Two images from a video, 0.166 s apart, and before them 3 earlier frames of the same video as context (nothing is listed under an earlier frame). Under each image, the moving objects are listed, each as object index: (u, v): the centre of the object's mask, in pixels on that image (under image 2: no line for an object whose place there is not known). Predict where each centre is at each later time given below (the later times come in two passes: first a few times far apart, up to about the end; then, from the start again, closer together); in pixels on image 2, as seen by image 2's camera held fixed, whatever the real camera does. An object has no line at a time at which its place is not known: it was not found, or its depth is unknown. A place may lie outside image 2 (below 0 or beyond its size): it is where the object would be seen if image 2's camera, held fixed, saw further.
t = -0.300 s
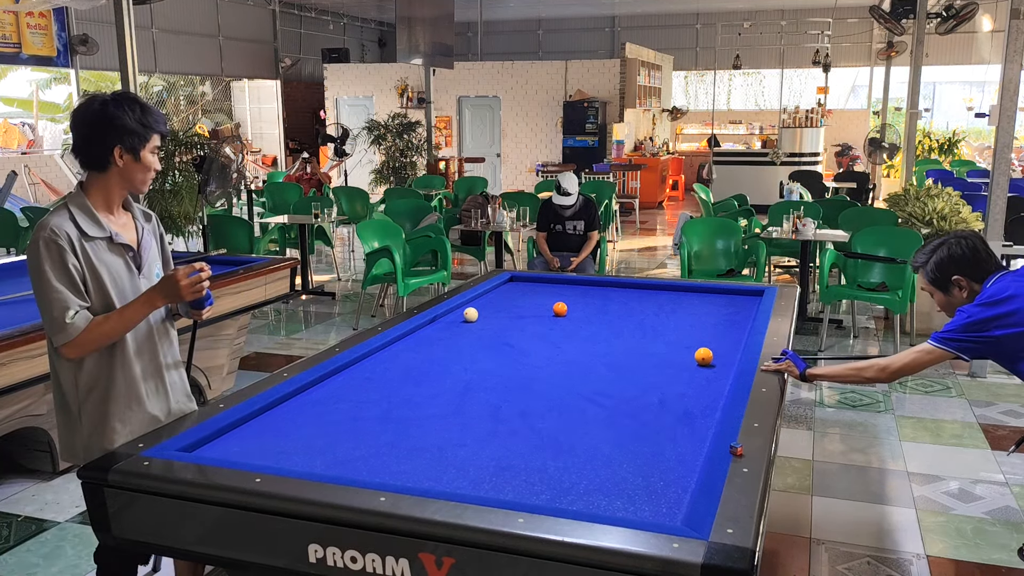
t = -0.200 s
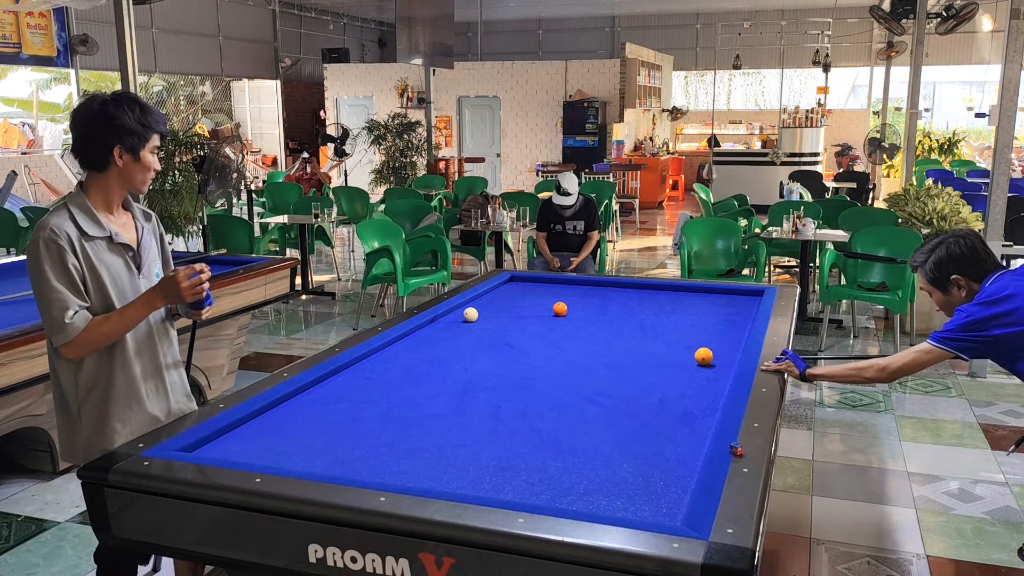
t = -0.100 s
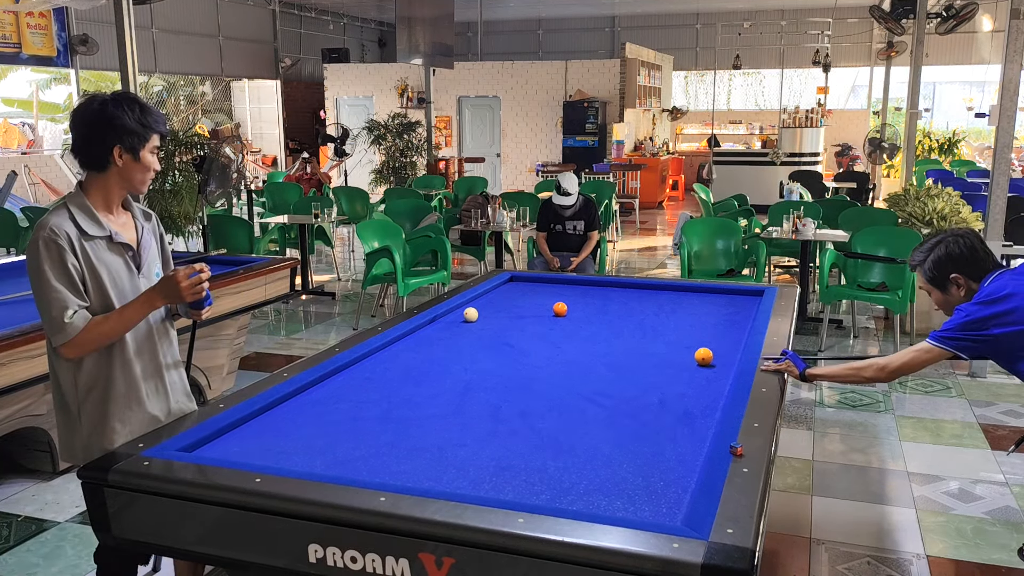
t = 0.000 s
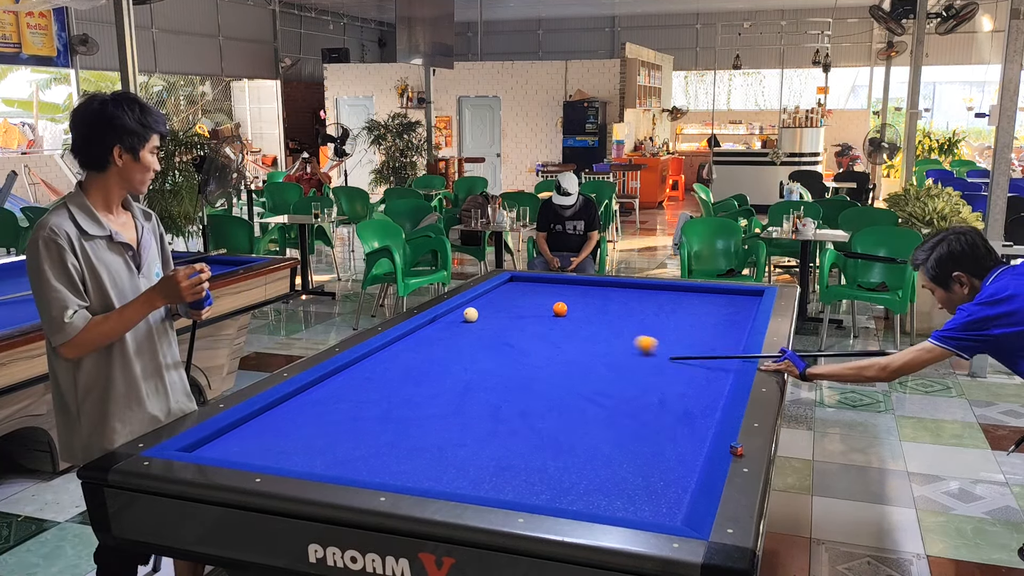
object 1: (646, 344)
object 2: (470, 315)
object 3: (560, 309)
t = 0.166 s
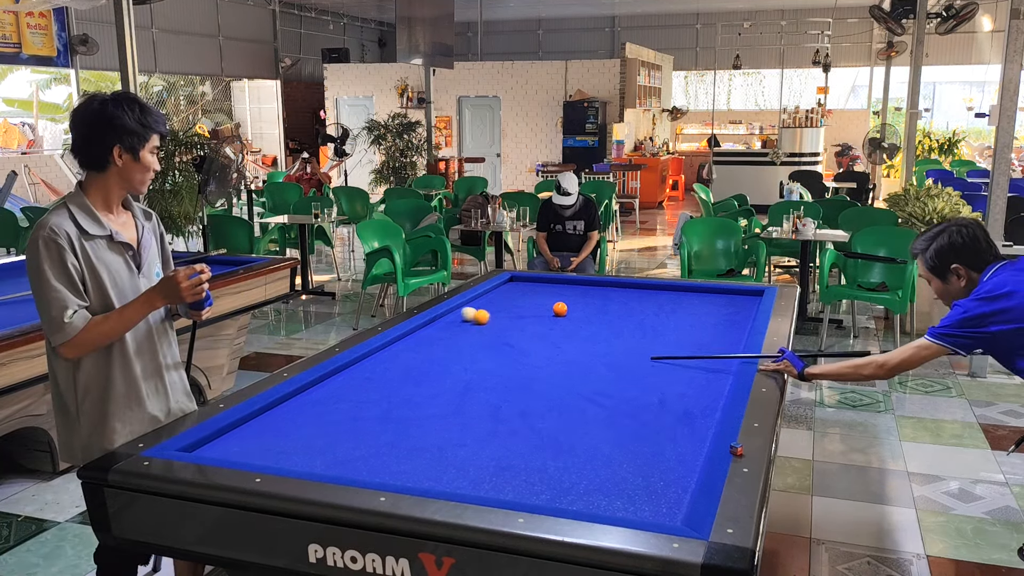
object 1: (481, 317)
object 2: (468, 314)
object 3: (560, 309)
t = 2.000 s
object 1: (416, 367)
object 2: (712, 377)
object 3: (501, 301)
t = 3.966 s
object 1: (395, 452)
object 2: (483, 462)
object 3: (544, 372)
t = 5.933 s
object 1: (431, 458)
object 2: (447, 423)
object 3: (671, 502)
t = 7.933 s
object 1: (441, 452)
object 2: (464, 385)
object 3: (640, 476)
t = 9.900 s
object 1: (441, 452)
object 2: (467, 373)
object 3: (640, 466)
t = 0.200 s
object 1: (477, 317)
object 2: (454, 310)
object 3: (560, 309)
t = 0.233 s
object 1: (474, 318)
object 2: (480, 308)
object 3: (560, 309)
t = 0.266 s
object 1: (470, 318)
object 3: (560, 309)
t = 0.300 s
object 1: (466, 319)
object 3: (560, 309)
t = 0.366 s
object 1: (458, 320)
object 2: (549, 312)
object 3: (583, 307)
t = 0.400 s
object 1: (455, 320)
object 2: (552, 313)
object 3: (602, 306)
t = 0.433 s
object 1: (451, 320)
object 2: (555, 314)
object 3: (621, 305)
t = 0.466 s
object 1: (447, 321)
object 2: (559, 316)
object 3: (639, 303)
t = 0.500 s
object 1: (443, 321)
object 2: (562, 317)
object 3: (656, 302)
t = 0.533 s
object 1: (439, 322)
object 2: (565, 318)
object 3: (673, 301)
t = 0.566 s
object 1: (435, 322)
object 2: (569, 319)
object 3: (689, 300)
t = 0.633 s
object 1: (430, 323)
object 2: (575, 321)
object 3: (721, 297)
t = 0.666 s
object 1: (430, 324)
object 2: (579, 323)
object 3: (735, 296)
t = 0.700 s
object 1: (430, 325)
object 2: (582, 324)
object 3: (750, 294)
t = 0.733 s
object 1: (430, 326)
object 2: (586, 325)
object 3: (756, 291)
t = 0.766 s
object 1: (430, 327)
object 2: (589, 326)
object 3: (746, 292)
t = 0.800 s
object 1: (429, 328)
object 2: (593, 327)
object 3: (737, 293)
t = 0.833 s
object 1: (429, 329)
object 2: (596, 329)
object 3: (728, 291)
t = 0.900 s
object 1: (428, 331)
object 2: (604, 331)
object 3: (712, 292)
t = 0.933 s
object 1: (428, 332)
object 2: (607, 332)
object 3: (704, 292)
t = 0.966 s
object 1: (427, 333)
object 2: (611, 334)
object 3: (696, 292)
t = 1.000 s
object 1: (427, 334)
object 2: (615, 335)
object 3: (689, 293)
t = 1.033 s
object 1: (427, 335)
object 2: (619, 336)
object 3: (682, 293)
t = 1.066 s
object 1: (426, 336)
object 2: (623, 337)
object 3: (675, 293)
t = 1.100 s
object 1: (426, 337)
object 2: (627, 339)
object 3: (668, 294)
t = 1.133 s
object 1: (426, 338)
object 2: (630, 340)
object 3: (662, 294)
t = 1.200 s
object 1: (425, 340)
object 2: (639, 343)
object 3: (650, 295)
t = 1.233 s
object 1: (424, 341)
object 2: (643, 344)
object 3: (644, 295)
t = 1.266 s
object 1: (424, 342)
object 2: (647, 346)
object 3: (638, 295)
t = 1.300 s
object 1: (424, 343)
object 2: (651, 347)
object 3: (631, 295)
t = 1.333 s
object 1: (424, 344)
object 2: (655, 348)
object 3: (625, 296)
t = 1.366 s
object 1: (423, 345)
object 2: (659, 350)
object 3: (619, 296)
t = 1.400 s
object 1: (423, 346)
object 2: (664, 351)
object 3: (613, 296)
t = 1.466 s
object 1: (422, 349)
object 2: (673, 354)
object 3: (600, 297)
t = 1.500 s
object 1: (422, 350)
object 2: (677, 356)
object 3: (594, 297)
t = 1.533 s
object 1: (421, 351)
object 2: (681, 357)
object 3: (588, 297)
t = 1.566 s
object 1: (421, 352)
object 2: (686, 359)
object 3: (582, 298)
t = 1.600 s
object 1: (420, 353)
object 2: (691, 360)
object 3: (576, 298)
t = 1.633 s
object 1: (420, 354)
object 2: (695, 362)
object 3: (569, 298)
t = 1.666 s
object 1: (420, 355)
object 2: (700, 363)
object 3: (563, 298)
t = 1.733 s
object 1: (419, 357)
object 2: (709, 366)
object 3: (551, 299)
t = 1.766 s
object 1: (418, 359)
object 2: (714, 368)
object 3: (545, 299)
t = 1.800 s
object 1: (418, 360)
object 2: (719, 370)
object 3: (538, 299)
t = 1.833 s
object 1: (418, 361)
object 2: (724, 371)
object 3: (532, 300)
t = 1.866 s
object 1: (417, 362)
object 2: (728, 372)
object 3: (526, 300)
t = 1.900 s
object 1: (417, 363)
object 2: (724, 374)
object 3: (520, 300)
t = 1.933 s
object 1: (417, 365)
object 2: (720, 375)
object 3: (514, 300)
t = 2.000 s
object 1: (416, 367)
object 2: (712, 377)
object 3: (501, 301)
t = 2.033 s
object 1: (415, 368)
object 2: (709, 378)
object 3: (495, 301)
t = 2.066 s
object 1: (415, 369)
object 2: (706, 379)
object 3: (489, 302)
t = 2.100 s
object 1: (415, 370)
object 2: (703, 381)
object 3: (483, 302)
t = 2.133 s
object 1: (414, 372)
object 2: (699, 382)
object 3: (476, 302)
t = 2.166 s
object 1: (414, 373)
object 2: (696, 383)
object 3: (470, 303)
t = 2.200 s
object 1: (414, 374)
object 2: (693, 384)
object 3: (468, 303)
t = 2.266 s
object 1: (413, 377)
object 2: (686, 387)
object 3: (472, 305)
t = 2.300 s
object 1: (412, 378)
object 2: (682, 388)
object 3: (474, 307)
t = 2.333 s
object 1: (412, 379)
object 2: (679, 389)
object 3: (476, 308)
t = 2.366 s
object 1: (412, 380)
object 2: (675, 391)
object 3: (477, 309)
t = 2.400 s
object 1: (411, 382)
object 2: (672, 392)
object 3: (478, 310)
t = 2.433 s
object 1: (411, 383)
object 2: (668, 393)
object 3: (479, 311)
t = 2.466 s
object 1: (411, 384)
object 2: (665, 395)
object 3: (480, 312)
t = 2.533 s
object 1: (410, 387)
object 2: (658, 397)
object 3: (482, 314)
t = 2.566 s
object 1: (409, 388)
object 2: (654, 399)
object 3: (484, 315)
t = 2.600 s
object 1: (409, 390)
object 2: (651, 400)
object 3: (485, 316)
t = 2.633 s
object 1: (409, 391)
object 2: (647, 401)
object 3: (486, 317)
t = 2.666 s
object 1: (408, 392)
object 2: (643, 403)
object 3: (487, 318)
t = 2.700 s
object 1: (408, 393)
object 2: (639, 404)
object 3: (488, 320)
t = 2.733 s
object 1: (408, 395)
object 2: (636, 405)
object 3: (490, 321)
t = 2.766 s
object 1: (407, 396)
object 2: (632, 406)
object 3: (491, 322)
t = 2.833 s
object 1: (406, 399)
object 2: (624, 409)
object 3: (493, 324)
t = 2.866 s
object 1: (406, 400)
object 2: (621, 411)
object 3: (495, 326)
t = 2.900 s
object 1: (406, 402)
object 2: (617, 412)
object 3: (496, 327)
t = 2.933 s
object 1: (405, 403)
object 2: (613, 414)
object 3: (497, 328)
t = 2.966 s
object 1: (405, 405)
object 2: (609, 415)
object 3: (499, 329)
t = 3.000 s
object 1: (405, 406)
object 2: (605, 417)
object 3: (500, 331)
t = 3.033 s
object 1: (404, 408)
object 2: (602, 418)
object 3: (501, 332)
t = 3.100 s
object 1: (404, 411)
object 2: (594, 421)
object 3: (504, 334)
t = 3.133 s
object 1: (403, 412)
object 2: (590, 422)
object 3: (505, 336)
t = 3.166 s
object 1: (403, 414)
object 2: (586, 424)
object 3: (507, 337)
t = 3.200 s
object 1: (403, 415)
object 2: (582, 425)
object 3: (508, 338)
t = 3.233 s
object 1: (402, 416)
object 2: (578, 427)
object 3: (509, 340)
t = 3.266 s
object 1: (402, 418)
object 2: (574, 428)
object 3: (511, 341)
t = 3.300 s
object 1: (401, 419)
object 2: (569, 430)
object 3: (512, 342)
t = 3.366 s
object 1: (401, 423)
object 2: (561, 433)
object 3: (515, 345)
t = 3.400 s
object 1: (400, 424)
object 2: (557, 435)
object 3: (517, 346)
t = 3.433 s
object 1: (400, 426)
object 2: (553, 436)
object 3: (518, 348)
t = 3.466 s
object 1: (400, 427)
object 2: (549, 437)
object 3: (520, 349)
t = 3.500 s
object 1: (399, 429)
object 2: (545, 439)
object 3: (521, 350)
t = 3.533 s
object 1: (399, 430)
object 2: (541, 441)
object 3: (523, 352)
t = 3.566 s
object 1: (399, 432)
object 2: (536, 442)
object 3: (524, 353)
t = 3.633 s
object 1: (398, 435)
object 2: (528, 446)
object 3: (527, 356)
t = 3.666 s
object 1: (397, 437)
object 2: (523, 447)
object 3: (529, 358)
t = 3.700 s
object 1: (397, 438)
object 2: (519, 449)
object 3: (530, 359)
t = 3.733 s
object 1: (397, 440)
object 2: (514, 450)
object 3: (532, 361)
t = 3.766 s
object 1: (396, 442)
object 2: (510, 452)
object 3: (534, 362)
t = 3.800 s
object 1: (396, 443)
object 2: (506, 454)
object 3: (535, 364)
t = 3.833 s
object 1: (396, 445)
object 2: (501, 456)
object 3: (537, 365)
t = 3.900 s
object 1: (395, 448)
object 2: (492, 459)
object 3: (540, 368)
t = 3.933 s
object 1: (395, 450)
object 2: (487, 461)
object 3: (542, 370)
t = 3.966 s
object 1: (395, 452)
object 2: (483, 462)
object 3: (544, 372)
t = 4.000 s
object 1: (394, 453)
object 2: (478, 464)
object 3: (546, 373)
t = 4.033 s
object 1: (394, 455)
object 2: (473, 466)
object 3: (547, 375)
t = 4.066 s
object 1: (394, 457)
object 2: (469, 468)
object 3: (549, 377)
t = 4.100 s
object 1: (394, 459)
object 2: (464, 469)
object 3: (551, 378)
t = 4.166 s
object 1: (393, 462)
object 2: (454, 473)
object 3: (555, 382)
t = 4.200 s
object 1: (392, 464)
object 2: (449, 475)
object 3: (556, 383)
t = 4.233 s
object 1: (392, 465)
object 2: (445, 476)
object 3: (558, 385)
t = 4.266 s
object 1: (392, 467)
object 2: (440, 477)
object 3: (560, 387)
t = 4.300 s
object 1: (392, 469)
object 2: (435, 478)
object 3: (562, 389)
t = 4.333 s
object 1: (391, 470)
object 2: (430, 479)
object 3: (564, 391)
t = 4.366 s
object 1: (391, 471)
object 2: (425, 480)
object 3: (566, 393)
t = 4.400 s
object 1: (391, 472)
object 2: (422, 479)
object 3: (568, 394)
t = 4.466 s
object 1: (390, 474)
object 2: (418, 477)
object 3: (572, 398)
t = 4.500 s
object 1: (390, 475)
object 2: (416, 476)
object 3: (575, 400)
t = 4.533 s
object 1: (391, 474)
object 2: (418, 475)
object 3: (577, 402)
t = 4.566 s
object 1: (392, 474)
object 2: (419, 474)
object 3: (579, 404)
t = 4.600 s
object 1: (394, 474)
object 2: (420, 473)
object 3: (581, 406)
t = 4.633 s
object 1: (395, 474)
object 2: (420, 472)
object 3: (583, 408)
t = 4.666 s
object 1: (396, 473)
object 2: (421, 470)
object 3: (585, 410)
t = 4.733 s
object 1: (399, 473)
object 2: (423, 467)
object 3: (590, 414)
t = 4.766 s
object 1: (400, 473)
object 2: (424, 465)
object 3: (592, 416)
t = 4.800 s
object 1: (401, 472)
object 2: (425, 464)
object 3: (594, 418)
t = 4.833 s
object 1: (402, 472)
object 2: (426, 462)
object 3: (597, 420)
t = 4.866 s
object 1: (403, 472)
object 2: (427, 461)
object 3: (599, 422)
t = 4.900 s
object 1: (404, 471)
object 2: (427, 459)
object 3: (601, 425)
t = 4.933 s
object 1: (406, 471)
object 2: (428, 458)
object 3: (604, 427)
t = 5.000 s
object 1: (408, 470)
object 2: (430, 455)
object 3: (609, 431)
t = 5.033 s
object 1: (409, 470)
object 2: (430, 454)
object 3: (611, 434)
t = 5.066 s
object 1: (410, 470)
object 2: (431, 452)
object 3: (614, 436)
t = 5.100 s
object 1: (411, 469)
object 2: (432, 451)
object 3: (616, 438)
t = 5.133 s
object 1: (412, 468)
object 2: (433, 450)
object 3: (619, 440)
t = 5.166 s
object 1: (413, 468)
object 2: (433, 449)
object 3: (621, 443)
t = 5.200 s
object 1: (414, 467)
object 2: (434, 447)
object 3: (624, 445)
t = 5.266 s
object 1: (416, 466)
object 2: (436, 445)
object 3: (629, 450)
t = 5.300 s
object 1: (417, 466)
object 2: (436, 444)
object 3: (632, 453)
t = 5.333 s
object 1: (418, 465)
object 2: (437, 442)
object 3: (635, 455)
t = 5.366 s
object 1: (419, 465)
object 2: (438, 441)
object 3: (638, 458)
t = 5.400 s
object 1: (420, 465)
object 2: (438, 440)
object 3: (641, 460)
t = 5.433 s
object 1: (421, 464)
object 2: (439, 439)
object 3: (644, 463)
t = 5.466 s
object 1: (421, 464)
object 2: (440, 438)
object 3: (646, 466)
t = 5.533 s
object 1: (423, 463)
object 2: (441, 435)
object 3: (653, 471)
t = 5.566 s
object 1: (424, 462)
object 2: (441, 435)
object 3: (655, 474)
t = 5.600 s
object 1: (424, 462)
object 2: (442, 433)
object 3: (658, 477)
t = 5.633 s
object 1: (425, 462)
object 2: (442, 432)
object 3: (661, 479)
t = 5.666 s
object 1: (426, 461)
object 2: (443, 431)
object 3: (664, 482)
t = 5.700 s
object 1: (427, 461)
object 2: (443, 430)
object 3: (667, 485)
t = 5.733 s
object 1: (427, 460)
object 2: (444, 429)
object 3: (671, 488)
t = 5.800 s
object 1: (429, 460)
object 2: (445, 427)
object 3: (677, 494)
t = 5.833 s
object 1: (429, 459)
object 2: (445, 426)
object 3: (680, 497)
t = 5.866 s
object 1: (430, 459)
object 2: (446, 425)
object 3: (677, 499)
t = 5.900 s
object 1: (430, 458)
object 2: (446, 424)
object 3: (674, 500)
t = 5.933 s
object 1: (431, 458)
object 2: (447, 423)
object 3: (671, 502)
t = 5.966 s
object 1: (431, 458)
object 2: (447, 422)
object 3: (668, 504)
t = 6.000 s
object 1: (432, 458)
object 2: (448, 422)
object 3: (665, 506)
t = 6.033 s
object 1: (432, 457)
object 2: (448, 421)
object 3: (662, 507)
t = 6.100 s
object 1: (433, 457)
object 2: (449, 419)
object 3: (657, 509)
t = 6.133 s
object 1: (434, 457)
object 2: (449, 418)
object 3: (654, 510)
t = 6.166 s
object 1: (434, 456)
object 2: (450, 417)
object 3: (651, 511)
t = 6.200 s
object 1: (434, 456)
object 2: (450, 416)
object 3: (648, 512)
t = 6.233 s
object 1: (435, 456)
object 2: (450, 415)
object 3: (646, 512)
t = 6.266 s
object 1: (435, 455)
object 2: (451, 414)
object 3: (646, 511)
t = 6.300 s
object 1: (435, 455)
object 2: (451, 414)
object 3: (646, 511)
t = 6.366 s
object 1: (436, 455)
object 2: (452, 412)
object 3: (646, 510)
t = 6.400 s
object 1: (436, 455)
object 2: (452, 411)
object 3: (646, 509)
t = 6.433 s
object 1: (437, 455)
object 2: (453, 410)
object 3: (645, 508)
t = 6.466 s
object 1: (437, 454)
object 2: (453, 410)
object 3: (645, 508)
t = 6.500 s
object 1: (437, 454)
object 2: (453, 409)
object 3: (645, 507)
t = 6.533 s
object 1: (437, 454)
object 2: (454, 408)
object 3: (645, 506)
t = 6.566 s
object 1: (438, 454)
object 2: (454, 408)
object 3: (645, 505)
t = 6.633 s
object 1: (438, 453)
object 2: (455, 406)
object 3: (645, 504)
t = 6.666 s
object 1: (438, 453)
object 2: (455, 406)
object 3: (644, 503)
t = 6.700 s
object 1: (439, 453)
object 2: (455, 405)
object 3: (644, 502)
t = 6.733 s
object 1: (439, 453)
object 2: (455, 404)
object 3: (644, 501)
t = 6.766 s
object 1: (439, 453)
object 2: (456, 403)
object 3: (644, 500)
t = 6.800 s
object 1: (439, 453)
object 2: (456, 403)
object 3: (644, 499)
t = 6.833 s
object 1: (439, 453)
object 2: (456, 402)
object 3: (644, 498)
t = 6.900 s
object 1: (440, 452)
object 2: (457, 401)
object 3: (644, 496)
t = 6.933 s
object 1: (440, 452)
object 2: (457, 400)
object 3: (643, 495)
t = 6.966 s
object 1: (440, 452)
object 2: (457, 400)
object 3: (643, 495)
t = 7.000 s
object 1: (440, 452)
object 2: (458, 399)
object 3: (643, 494)
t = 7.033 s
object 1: (441, 452)
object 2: (458, 399)
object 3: (643, 493)
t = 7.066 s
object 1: (441, 452)
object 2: (458, 398)
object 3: (643, 492)
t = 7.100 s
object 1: (441, 452)
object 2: (459, 397)
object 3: (643, 491)
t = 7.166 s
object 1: (441, 452)
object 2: (459, 396)
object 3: (643, 490)
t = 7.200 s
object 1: (442, 452)
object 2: (459, 396)
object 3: (643, 489)
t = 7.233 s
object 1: (442, 452)
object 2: (460, 395)
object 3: (642, 488)
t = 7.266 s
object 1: (442, 452)
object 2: (460, 395)
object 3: (642, 488)
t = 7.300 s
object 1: (442, 452)
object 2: (460, 394)
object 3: (642, 487)
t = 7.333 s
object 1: (442, 452)
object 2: (460, 394)
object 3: (642, 486)
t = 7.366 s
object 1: (442, 452)
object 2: (461, 393)
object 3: (642, 486)
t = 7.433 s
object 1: (442, 452)
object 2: (461, 392)
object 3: (642, 484)
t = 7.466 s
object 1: (442, 452)
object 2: (461, 392)
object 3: (642, 483)
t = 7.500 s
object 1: (442, 452)
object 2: (461, 391)
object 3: (641, 483)
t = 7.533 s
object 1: (442, 452)
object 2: (462, 391)
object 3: (641, 482)
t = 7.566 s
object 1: (442, 452)
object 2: (462, 390)
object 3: (641, 482)
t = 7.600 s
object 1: (442, 452)
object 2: (462, 390)
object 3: (641, 481)
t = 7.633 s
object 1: (441, 452)
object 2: (462, 389)
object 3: (641, 481)
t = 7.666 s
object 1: (441, 452)
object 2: (462, 389)
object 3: (641, 480)
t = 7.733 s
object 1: (441, 452)
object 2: (463, 388)
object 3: (640, 479)
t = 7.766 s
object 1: (441, 452)
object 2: (463, 388)
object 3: (640, 479)
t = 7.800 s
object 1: (441, 452)
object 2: (463, 387)
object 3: (640, 478)
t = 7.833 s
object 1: (441, 452)
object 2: (463, 387)
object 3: (640, 478)
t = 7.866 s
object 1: (441, 452)
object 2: (464, 386)
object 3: (640, 477)
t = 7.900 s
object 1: (441, 452)
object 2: (464, 386)
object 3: (640, 477)
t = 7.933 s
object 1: (441, 452)
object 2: (464, 385)
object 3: (640, 476)
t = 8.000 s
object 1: (441, 452)
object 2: (464, 385)
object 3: (639, 475)
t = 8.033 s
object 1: (441, 452)
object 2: (464, 384)
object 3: (639, 475)
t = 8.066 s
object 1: (441, 452)
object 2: (464, 384)
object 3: (639, 474)
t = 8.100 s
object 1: (441, 452)
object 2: (465, 384)
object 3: (639, 474)
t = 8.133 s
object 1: (441, 452)
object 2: (465, 383)
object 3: (639, 474)
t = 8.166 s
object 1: (441, 452)
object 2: (465, 383)
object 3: (639, 473)
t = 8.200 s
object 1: (441, 452)
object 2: (465, 383)
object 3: (639, 473)
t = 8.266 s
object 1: (441, 452)
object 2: (465, 382)
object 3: (639, 472)
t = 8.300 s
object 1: (441, 452)
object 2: (465, 381)
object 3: (639, 472)
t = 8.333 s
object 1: (441, 452)
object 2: (466, 381)
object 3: (639, 471)
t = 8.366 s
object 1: (441, 452)
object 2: (466, 381)
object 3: (638, 471)
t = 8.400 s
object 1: (441, 452)
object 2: (466, 381)
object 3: (638, 471)
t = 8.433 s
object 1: (441, 452)
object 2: (466, 380)
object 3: (639, 470)
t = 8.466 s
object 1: (441, 452)
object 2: (466, 380)
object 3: (638, 470)
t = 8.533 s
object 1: (441, 452)
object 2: (466, 379)
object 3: (638, 469)
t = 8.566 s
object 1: (441, 452)
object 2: (466, 379)
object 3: (638, 469)
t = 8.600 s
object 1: (441, 452)
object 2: (466, 379)
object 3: (638, 469)
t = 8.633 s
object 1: (441, 452)
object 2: (466, 379)
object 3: (638, 469)
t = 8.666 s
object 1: (441, 452)
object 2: (466, 378)
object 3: (638, 468)
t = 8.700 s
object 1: (441, 452)
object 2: (466, 378)
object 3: (638, 468)
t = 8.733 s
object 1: (441, 452)
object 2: (466, 378)
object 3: (638, 468)
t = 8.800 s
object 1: (441, 452)
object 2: (466, 377)
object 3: (638, 468)
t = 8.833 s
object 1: (441, 452)
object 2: (466, 377)
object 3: (638, 467)
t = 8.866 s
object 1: (441, 452)
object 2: (466, 377)
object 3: (638, 467)
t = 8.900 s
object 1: (441, 452)
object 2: (466, 377)
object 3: (638, 467)
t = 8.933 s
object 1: (441, 452)
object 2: (466, 377)
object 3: (638, 467)
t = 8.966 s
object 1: (441, 452)
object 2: (466, 376)
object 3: (639, 467)
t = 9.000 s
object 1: (441, 452)
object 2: (466, 376)
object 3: (639, 467)
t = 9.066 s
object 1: (441, 452)
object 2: (467, 376)
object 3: (639, 466)
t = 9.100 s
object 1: (441, 452)
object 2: (467, 375)
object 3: (639, 466)
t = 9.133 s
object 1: (441, 452)
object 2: (467, 375)
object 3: (640, 466)
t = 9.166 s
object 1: (441, 452)
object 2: (467, 375)
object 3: (640, 466)
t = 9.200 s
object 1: (441, 452)
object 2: (467, 375)
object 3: (640, 466)
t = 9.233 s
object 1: (441, 452)
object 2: (467, 375)
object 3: (640, 466)
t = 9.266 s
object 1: (441, 452)
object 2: (467, 375)
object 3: (640, 466)
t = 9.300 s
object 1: (441, 452)
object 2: (467, 375)
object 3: (640, 466)
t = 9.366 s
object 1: (441, 452)
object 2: (467, 374)
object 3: (640, 466)
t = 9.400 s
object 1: (441, 452)
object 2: (467, 374)
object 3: (640, 466)
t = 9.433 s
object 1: (441, 452)
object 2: (467, 374)
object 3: (641, 466)
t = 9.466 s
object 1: (441, 452)
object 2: (467, 374)
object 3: (640, 466)
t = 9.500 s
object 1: (441, 452)
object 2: (467, 374)
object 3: (640, 466)
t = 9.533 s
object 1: (441, 452)
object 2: (467, 374)
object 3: (640, 466)
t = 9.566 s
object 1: (441, 452)
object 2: (467, 374)
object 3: (640, 466)
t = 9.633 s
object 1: (441, 452)
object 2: (468, 374)
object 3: (640, 466)
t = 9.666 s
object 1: (441, 452)
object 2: (468, 373)
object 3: (640, 466)
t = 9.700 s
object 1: (441, 452)
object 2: (468, 373)
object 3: (640, 466)
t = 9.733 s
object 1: (441, 452)
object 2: (468, 373)
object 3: (640, 466)
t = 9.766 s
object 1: (441, 452)
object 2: (468, 373)
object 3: (640, 466)
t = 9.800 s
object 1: (441, 452)
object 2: (468, 373)
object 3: (640, 466)
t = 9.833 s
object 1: (441, 452)
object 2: (467, 373)
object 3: (640, 466)
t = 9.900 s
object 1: (441, 452)
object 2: (467, 373)
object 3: (640, 466)
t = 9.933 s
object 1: (441, 452)
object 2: (467, 373)
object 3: (640, 466)
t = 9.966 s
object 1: (441, 452)
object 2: (467, 373)
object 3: (640, 466)
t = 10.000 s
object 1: (441, 452)
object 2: (467, 373)
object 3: (640, 466)
